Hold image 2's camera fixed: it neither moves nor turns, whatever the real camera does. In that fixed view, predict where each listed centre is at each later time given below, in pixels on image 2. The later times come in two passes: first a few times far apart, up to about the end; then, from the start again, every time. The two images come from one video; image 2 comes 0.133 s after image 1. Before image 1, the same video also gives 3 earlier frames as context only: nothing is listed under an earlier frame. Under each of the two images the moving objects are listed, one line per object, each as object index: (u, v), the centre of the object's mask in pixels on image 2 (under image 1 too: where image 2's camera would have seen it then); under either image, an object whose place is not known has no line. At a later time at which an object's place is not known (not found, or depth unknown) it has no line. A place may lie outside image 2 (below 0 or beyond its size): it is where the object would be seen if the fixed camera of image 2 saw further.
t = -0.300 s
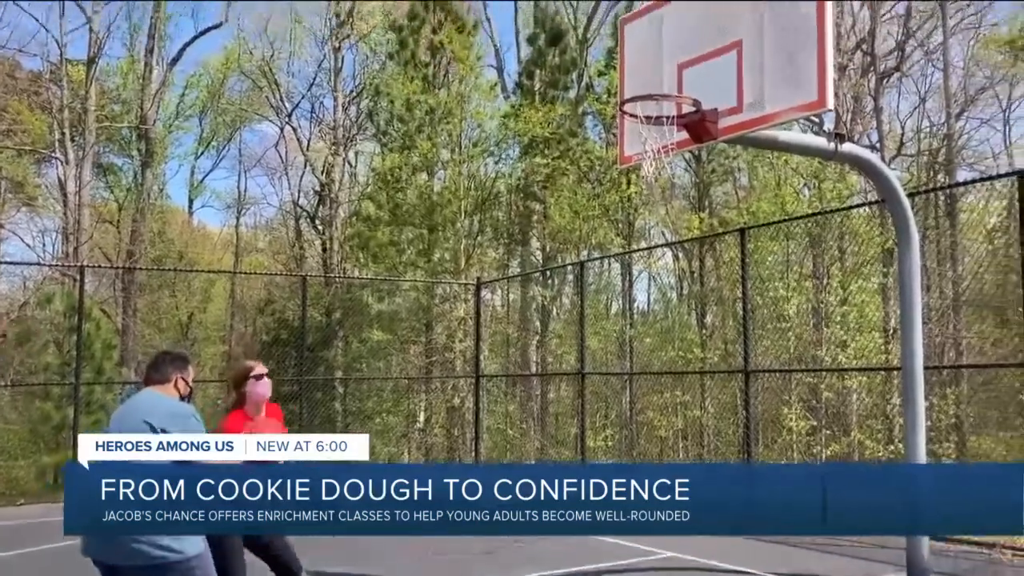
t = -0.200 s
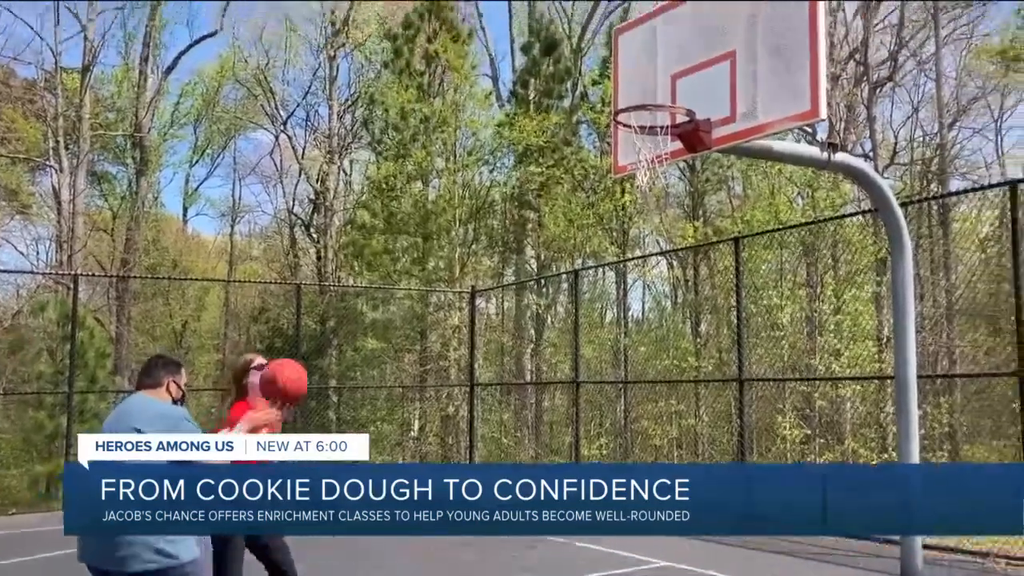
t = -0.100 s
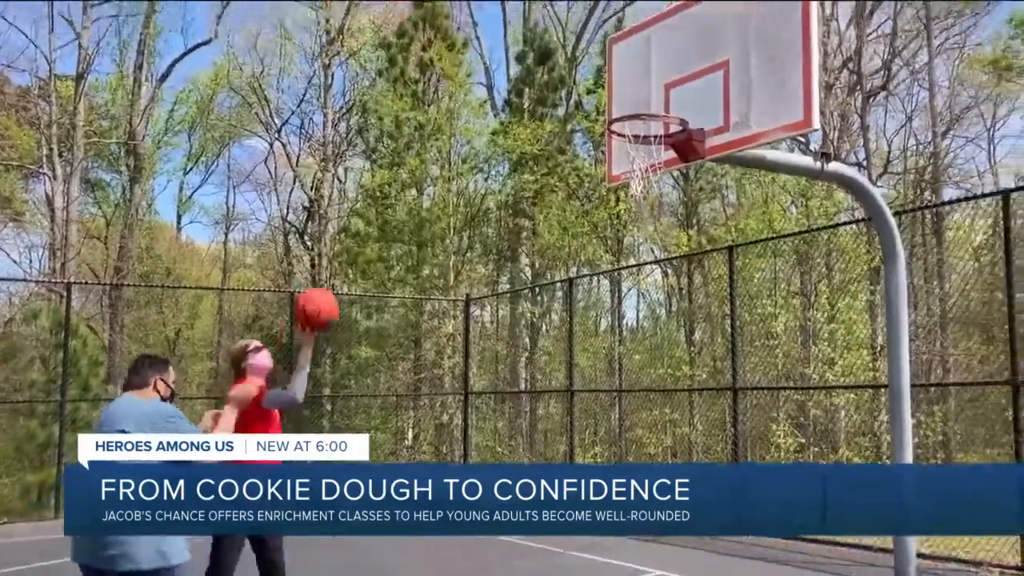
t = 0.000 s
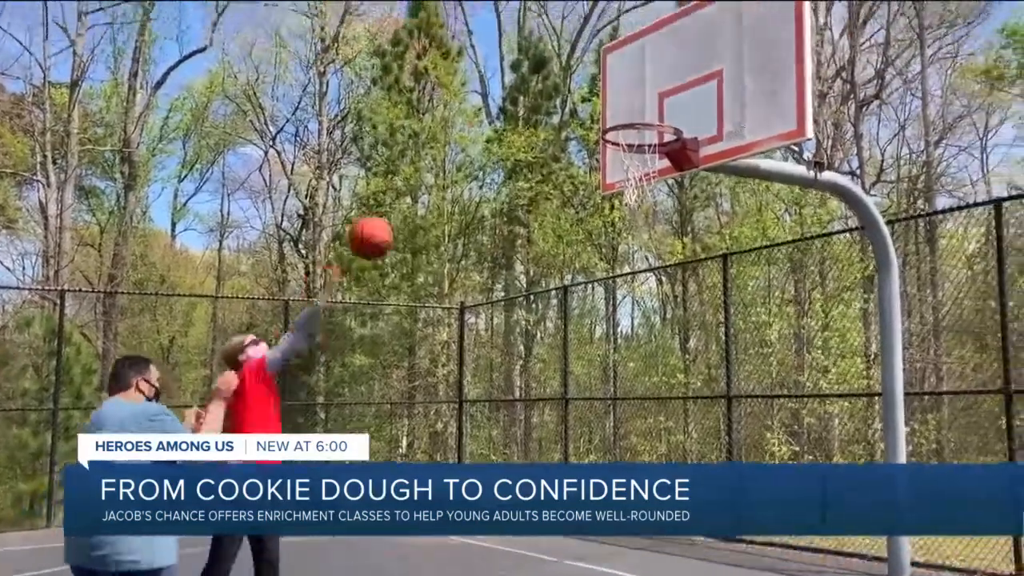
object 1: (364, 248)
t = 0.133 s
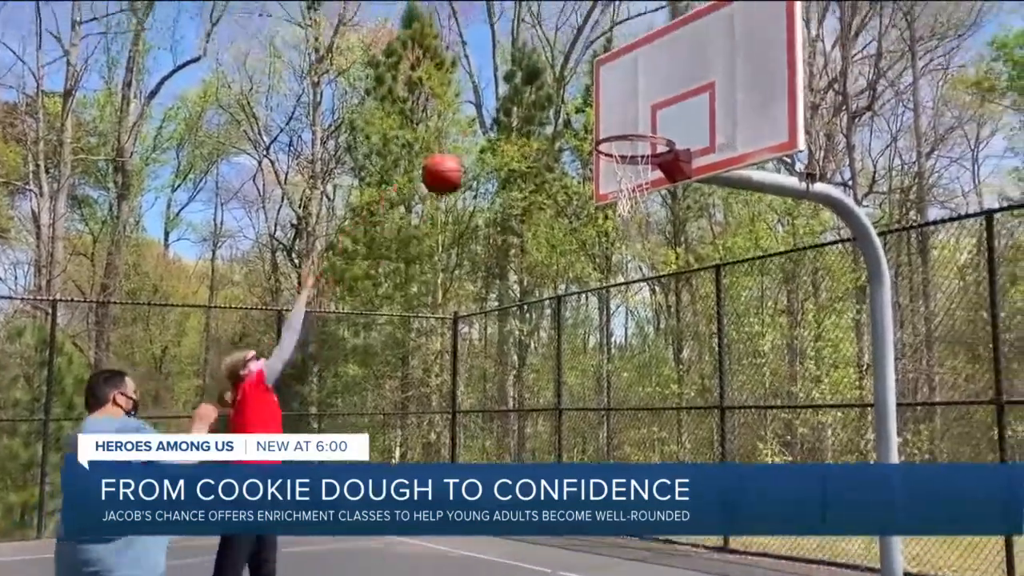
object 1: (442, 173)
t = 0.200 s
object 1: (479, 150)
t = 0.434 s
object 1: (594, 127)
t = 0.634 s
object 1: (662, 125)
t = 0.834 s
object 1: (647, 122)
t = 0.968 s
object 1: (634, 161)
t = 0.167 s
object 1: (461, 160)
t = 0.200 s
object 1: (479, 150)
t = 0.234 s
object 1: (496, 141)
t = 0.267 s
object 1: (514, 134)
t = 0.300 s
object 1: (531, 129)
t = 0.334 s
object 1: (547, 125)
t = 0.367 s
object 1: (564, 124)
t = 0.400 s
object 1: (579, 124)
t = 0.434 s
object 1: (594, 127)
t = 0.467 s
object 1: (609, 130)
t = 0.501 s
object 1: (625, 136)
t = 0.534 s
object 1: (636, 136)
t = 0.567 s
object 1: (644, 130)
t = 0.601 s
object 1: (654, 124)
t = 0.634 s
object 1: (662, 125)
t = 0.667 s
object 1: (660, 123)
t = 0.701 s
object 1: (656, 120)
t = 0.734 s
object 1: (654, 119)
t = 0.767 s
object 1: (652, 119)
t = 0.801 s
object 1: (650, 120)
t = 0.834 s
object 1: (647, 122)
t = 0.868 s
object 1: (645, 133)
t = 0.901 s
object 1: (643, 140)
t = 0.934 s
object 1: (638, 150)
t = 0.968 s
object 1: (634, 161)
